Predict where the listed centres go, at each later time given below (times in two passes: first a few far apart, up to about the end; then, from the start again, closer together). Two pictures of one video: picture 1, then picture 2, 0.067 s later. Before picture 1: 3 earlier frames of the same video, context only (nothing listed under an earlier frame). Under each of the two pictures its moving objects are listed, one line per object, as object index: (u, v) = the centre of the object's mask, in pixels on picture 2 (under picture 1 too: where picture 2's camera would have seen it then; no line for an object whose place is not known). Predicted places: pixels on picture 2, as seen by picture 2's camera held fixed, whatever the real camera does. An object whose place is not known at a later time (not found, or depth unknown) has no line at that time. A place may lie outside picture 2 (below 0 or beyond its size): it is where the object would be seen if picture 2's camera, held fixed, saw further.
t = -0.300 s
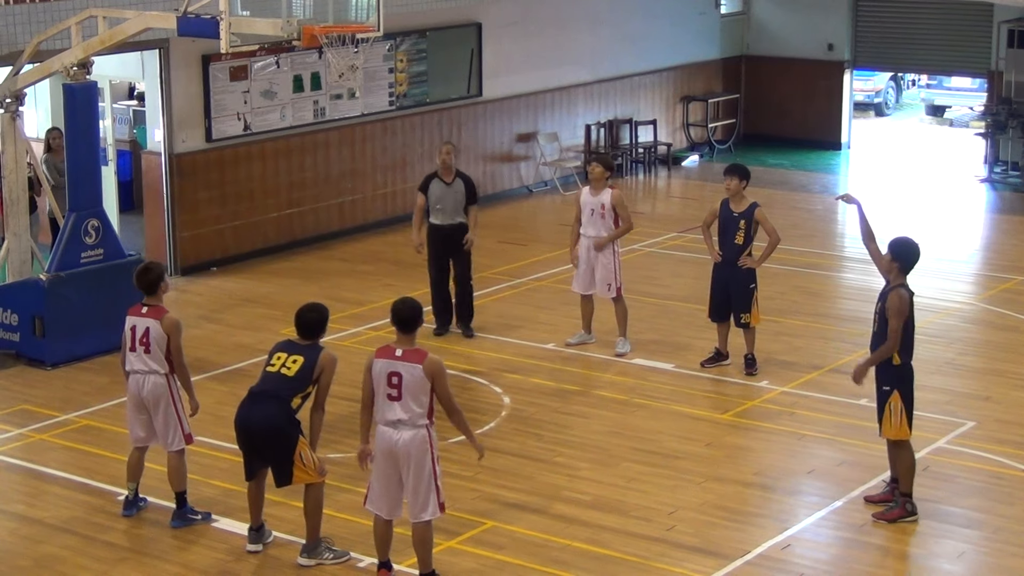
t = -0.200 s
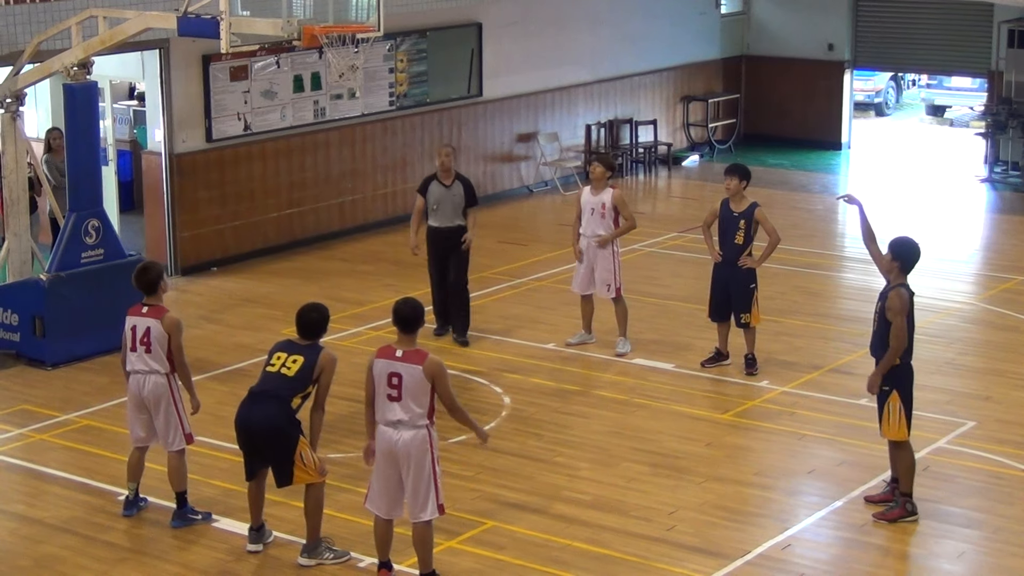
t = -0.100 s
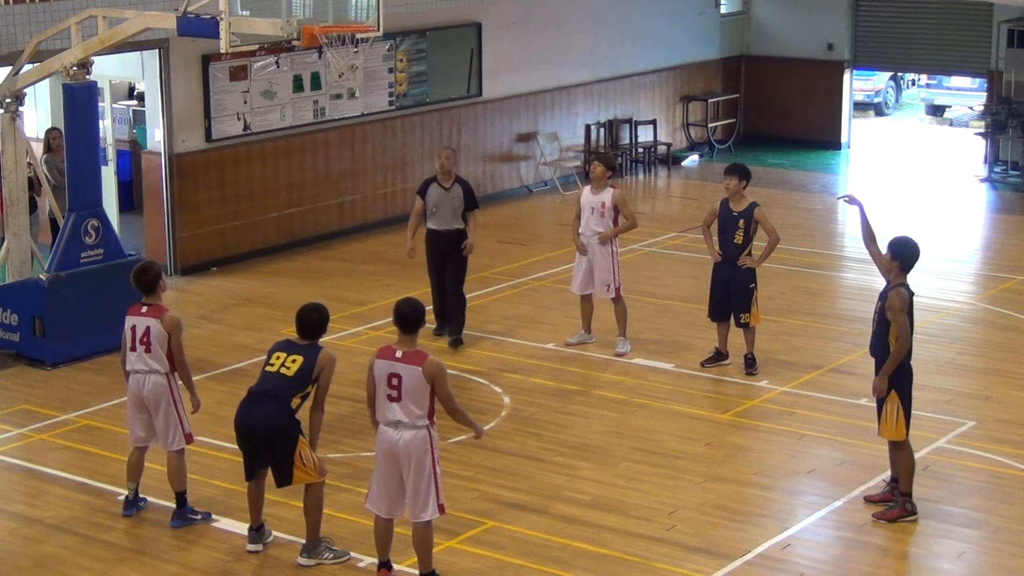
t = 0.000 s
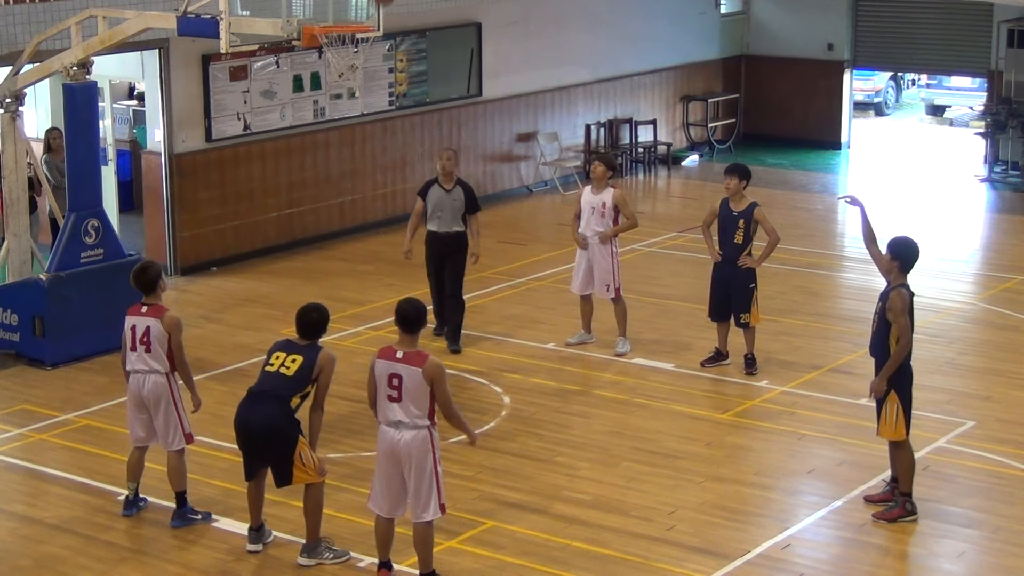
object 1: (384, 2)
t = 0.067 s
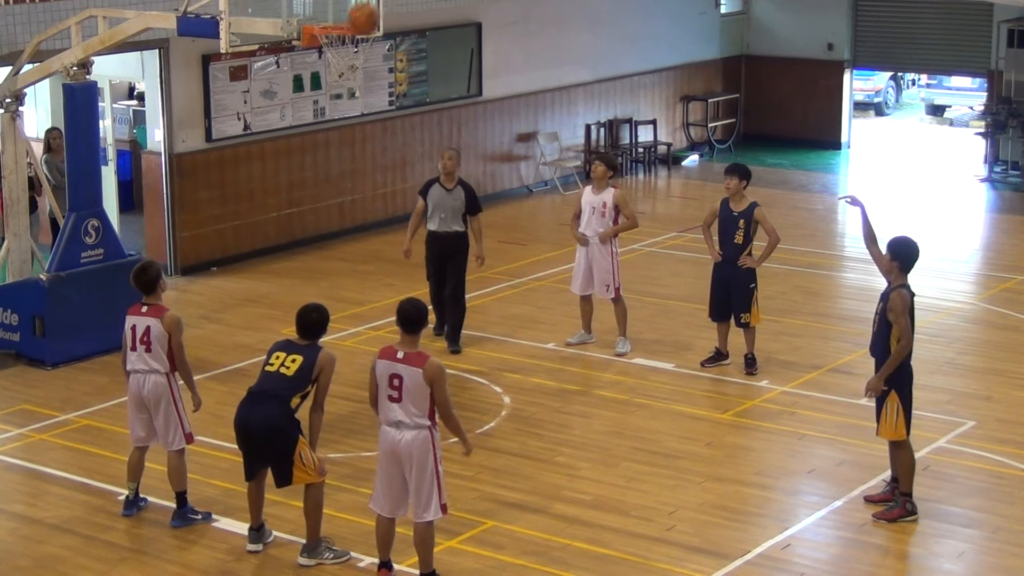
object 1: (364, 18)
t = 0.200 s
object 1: (383, 2)
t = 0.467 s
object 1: (425, 6)
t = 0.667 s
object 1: (460, 69)
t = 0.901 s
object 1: (504, 235)
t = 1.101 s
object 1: (540, 439)
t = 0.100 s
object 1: (368, 11)
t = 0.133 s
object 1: (373, 7)
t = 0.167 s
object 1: (379, 4)
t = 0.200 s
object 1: (383, 2)
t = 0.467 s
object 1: (425, 6)
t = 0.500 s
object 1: (430, 10)
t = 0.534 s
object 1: (436, 15)
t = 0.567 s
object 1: (442, 26)
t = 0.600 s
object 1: (448, 38)
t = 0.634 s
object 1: (454, 53)
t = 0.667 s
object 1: (460, 69)
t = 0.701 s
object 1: (466, 88)
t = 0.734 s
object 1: (472, 108)
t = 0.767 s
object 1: (478, 129)
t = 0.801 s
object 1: (484, 153)
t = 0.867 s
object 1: (497, 205)
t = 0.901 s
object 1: (504, 235)
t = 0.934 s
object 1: (510, 262)
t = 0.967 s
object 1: (516, 296)
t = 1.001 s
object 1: (522, 327)
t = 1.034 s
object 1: (528, 363)
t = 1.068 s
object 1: (534, 400)
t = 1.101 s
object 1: (540, 439)
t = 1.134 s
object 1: (547, 479)
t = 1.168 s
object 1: (549, 483)
